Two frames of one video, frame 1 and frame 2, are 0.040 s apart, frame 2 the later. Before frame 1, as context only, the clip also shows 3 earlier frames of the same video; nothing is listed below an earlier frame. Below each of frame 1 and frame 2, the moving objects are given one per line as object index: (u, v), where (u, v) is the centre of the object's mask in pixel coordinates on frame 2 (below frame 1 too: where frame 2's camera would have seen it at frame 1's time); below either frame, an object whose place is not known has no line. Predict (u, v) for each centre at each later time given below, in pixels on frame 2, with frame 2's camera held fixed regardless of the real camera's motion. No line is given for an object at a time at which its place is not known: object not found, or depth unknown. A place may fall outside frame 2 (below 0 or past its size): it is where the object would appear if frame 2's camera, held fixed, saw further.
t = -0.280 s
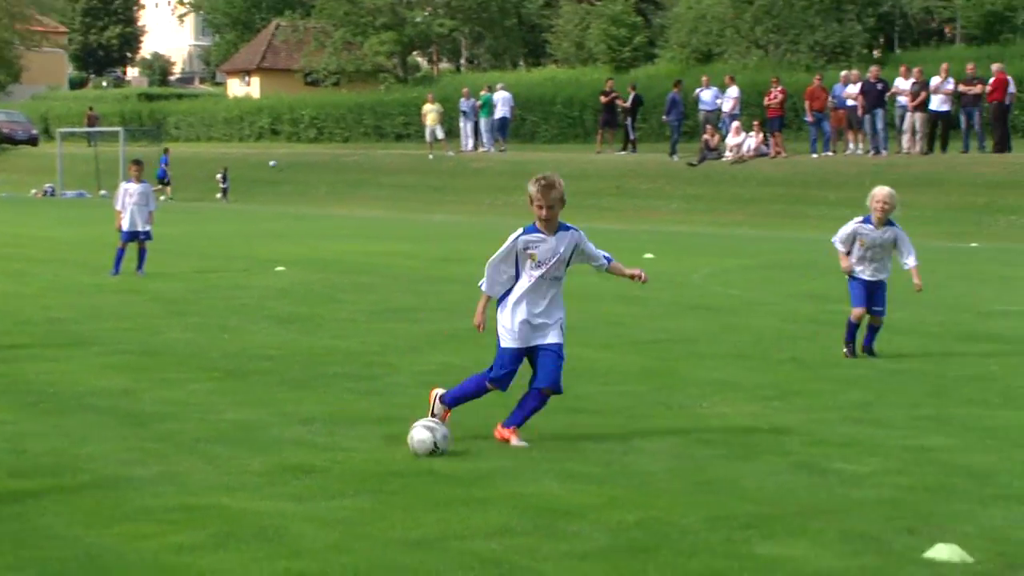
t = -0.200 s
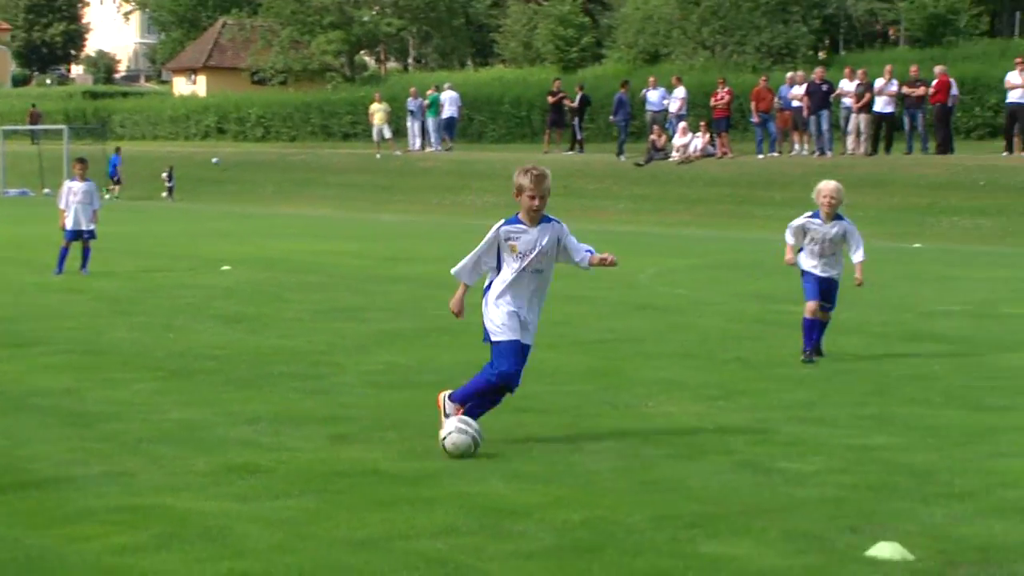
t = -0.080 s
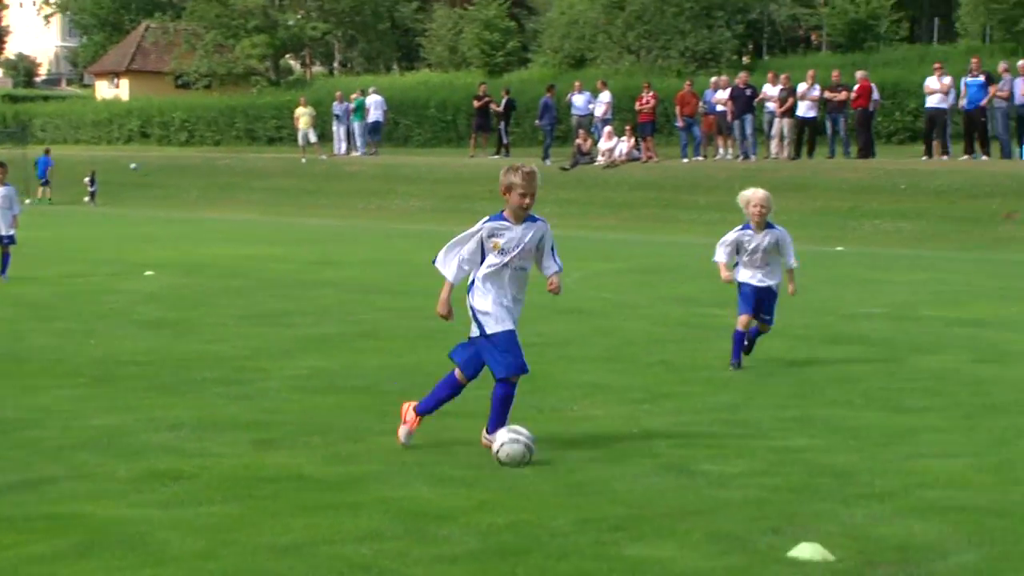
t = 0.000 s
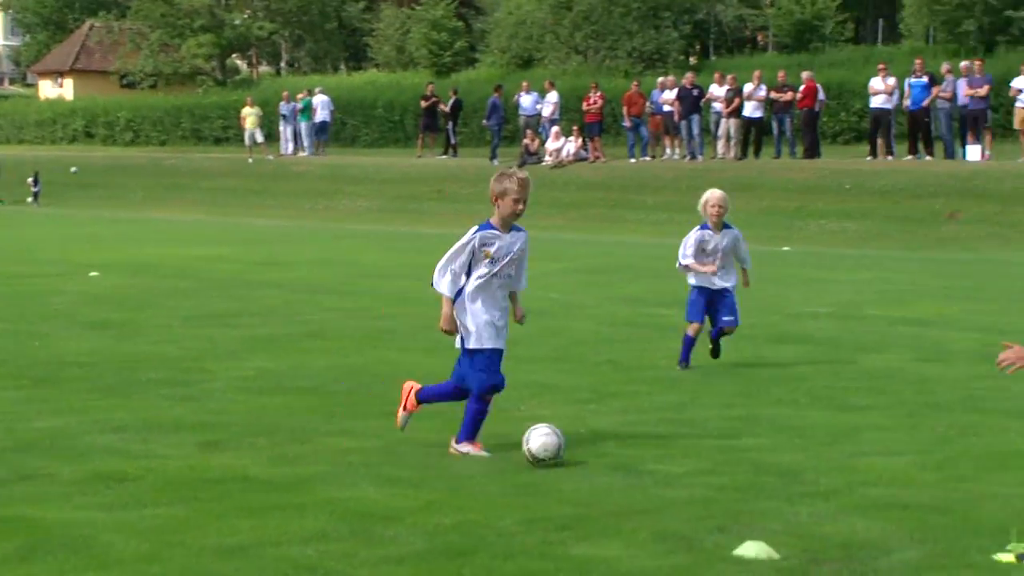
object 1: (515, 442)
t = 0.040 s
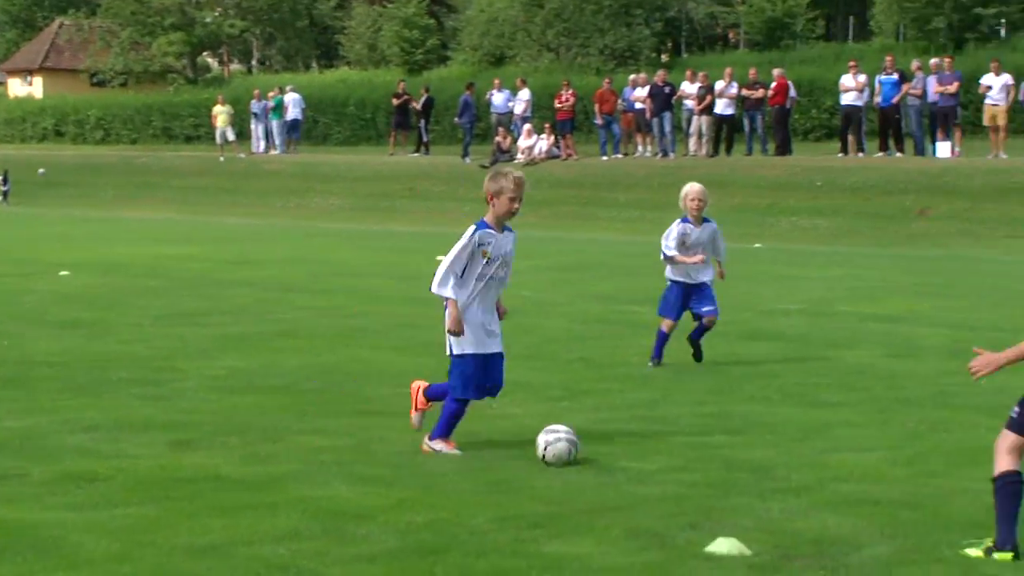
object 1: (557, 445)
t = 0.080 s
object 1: (599, 444)
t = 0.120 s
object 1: (639, 442)
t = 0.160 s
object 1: (681, 443)
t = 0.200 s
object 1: (722, 447)
